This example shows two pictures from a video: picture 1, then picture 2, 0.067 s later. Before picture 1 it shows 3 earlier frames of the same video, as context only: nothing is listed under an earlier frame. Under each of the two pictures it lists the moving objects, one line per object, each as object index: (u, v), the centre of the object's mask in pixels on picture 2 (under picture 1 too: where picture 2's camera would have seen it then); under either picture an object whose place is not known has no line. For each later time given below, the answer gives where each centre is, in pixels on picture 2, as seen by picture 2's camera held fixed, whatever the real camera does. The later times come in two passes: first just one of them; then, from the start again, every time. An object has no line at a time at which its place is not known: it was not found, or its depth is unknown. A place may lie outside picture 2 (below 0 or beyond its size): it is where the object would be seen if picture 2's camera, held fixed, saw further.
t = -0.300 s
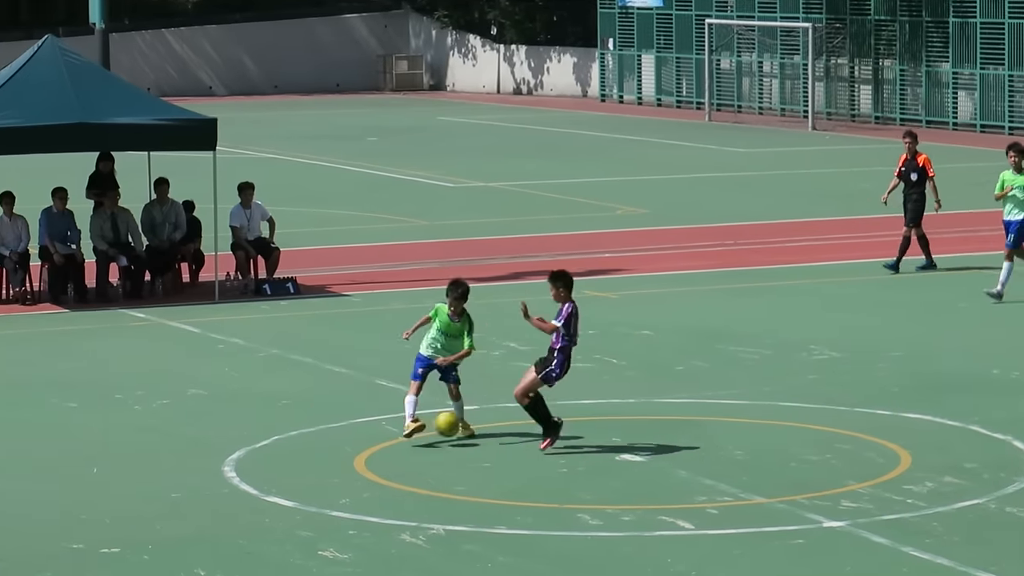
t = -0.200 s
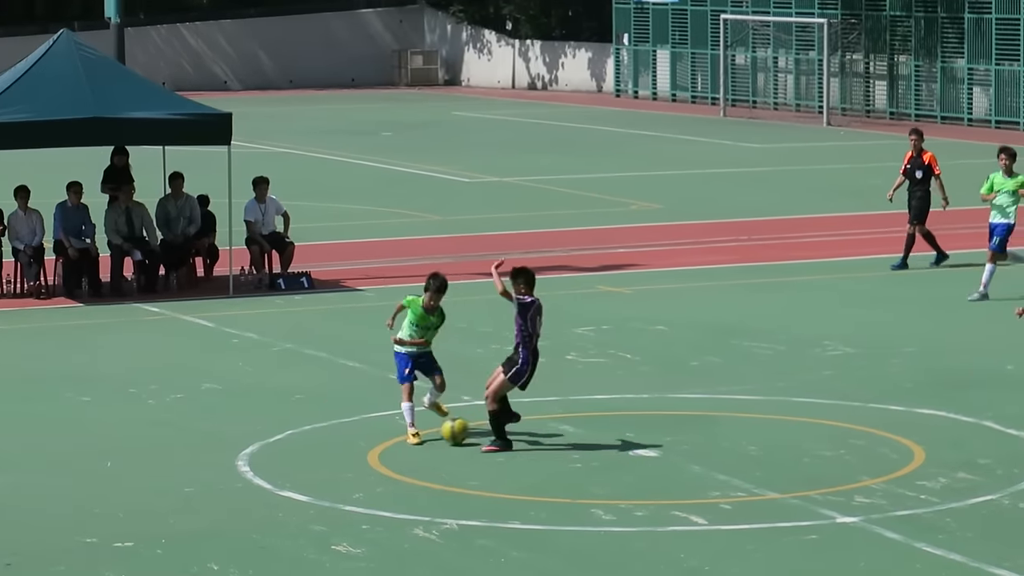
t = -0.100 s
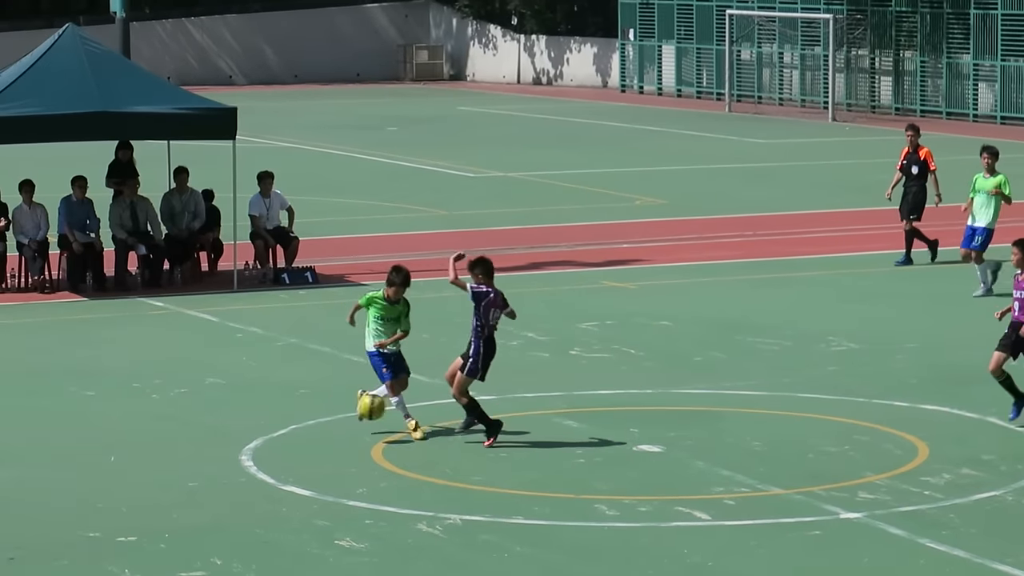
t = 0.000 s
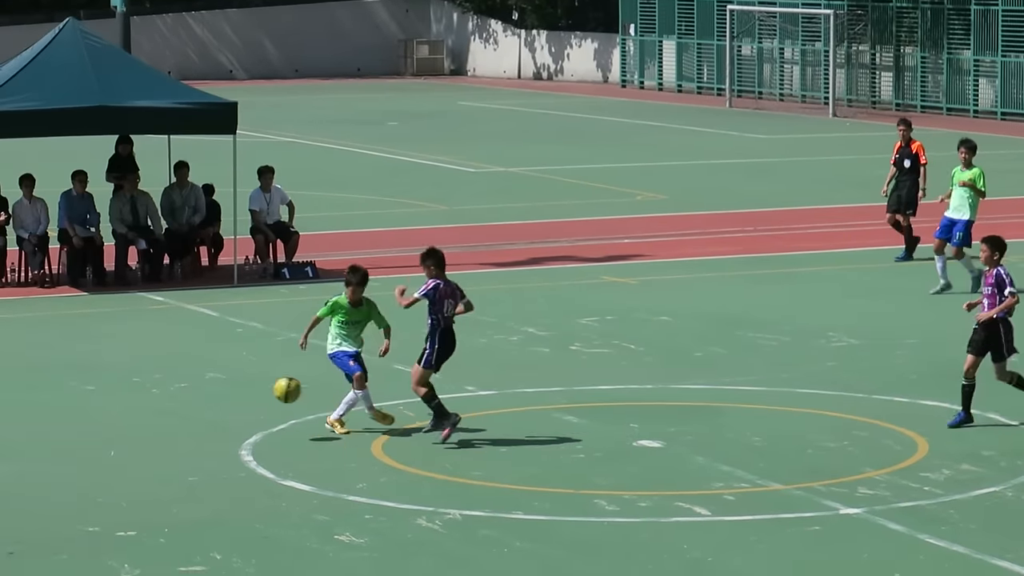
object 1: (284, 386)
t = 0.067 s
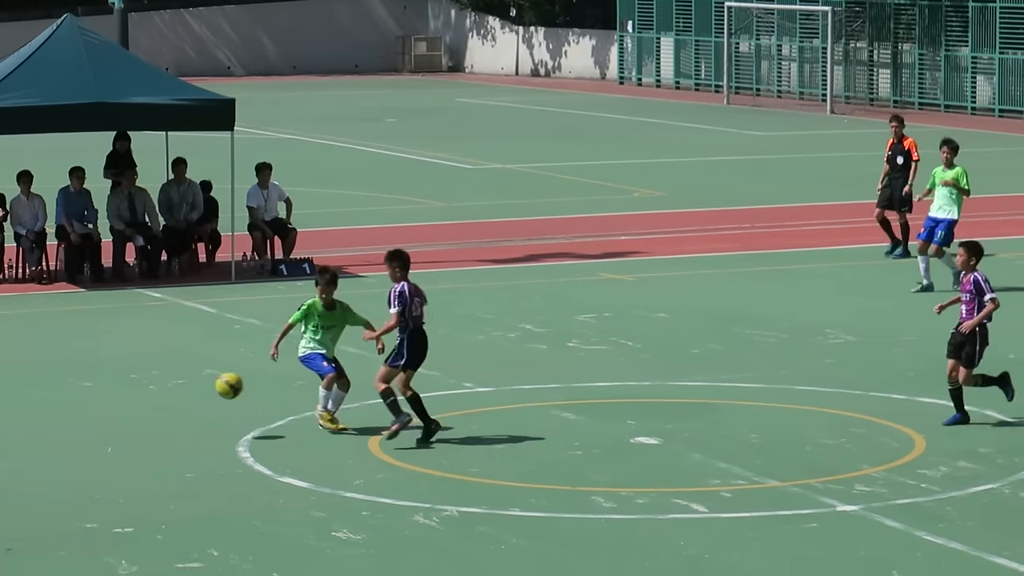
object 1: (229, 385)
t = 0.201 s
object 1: (118, 402)
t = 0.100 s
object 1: (201, 387)
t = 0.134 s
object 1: (174, 391)
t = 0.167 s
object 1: (145, 396)
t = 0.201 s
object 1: (118, 402)
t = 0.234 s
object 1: (90, 410)
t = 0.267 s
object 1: (63, 420)
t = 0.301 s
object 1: (35, 432)
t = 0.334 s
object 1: (8, 429)
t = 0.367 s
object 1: (-19, 423)
